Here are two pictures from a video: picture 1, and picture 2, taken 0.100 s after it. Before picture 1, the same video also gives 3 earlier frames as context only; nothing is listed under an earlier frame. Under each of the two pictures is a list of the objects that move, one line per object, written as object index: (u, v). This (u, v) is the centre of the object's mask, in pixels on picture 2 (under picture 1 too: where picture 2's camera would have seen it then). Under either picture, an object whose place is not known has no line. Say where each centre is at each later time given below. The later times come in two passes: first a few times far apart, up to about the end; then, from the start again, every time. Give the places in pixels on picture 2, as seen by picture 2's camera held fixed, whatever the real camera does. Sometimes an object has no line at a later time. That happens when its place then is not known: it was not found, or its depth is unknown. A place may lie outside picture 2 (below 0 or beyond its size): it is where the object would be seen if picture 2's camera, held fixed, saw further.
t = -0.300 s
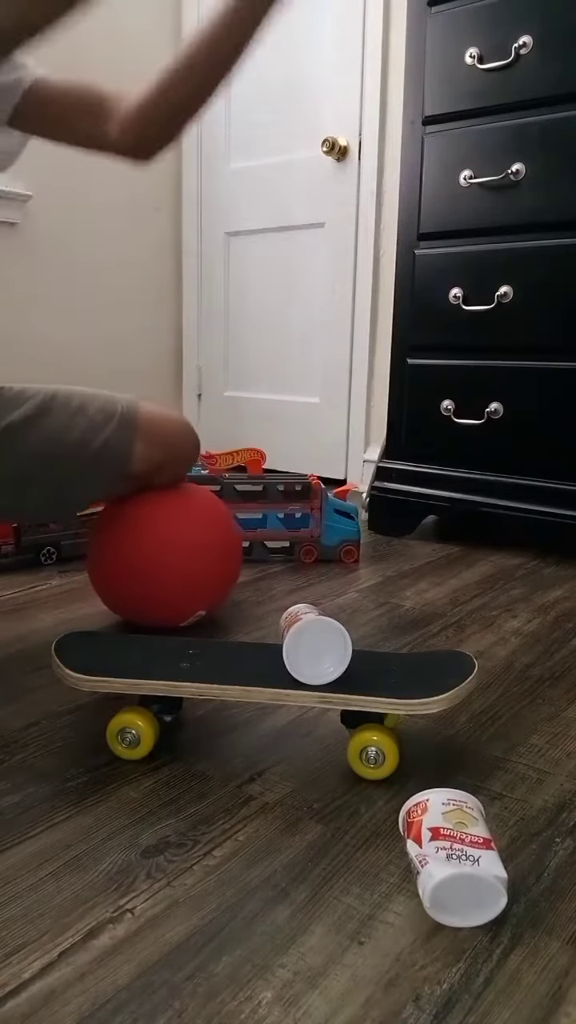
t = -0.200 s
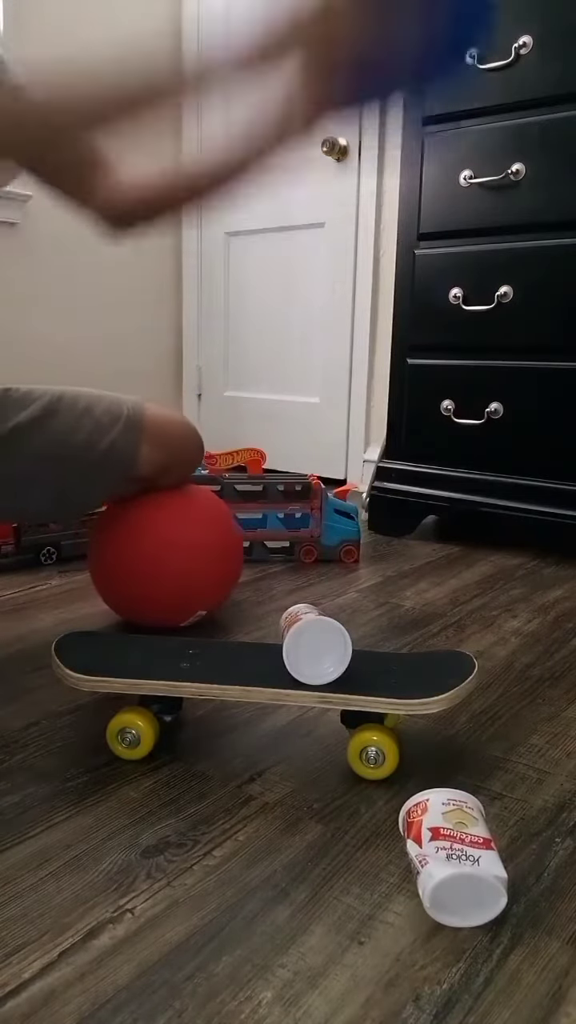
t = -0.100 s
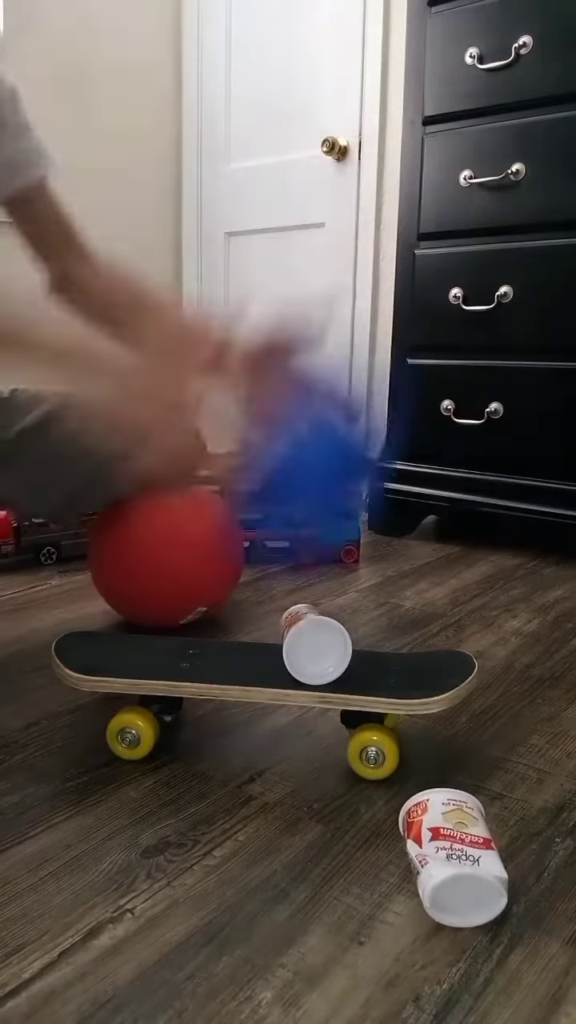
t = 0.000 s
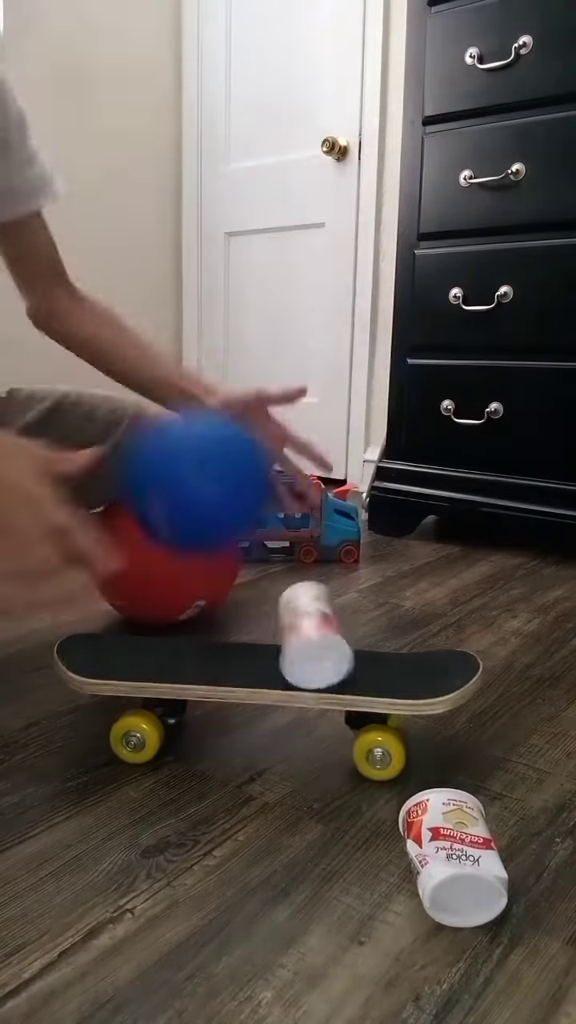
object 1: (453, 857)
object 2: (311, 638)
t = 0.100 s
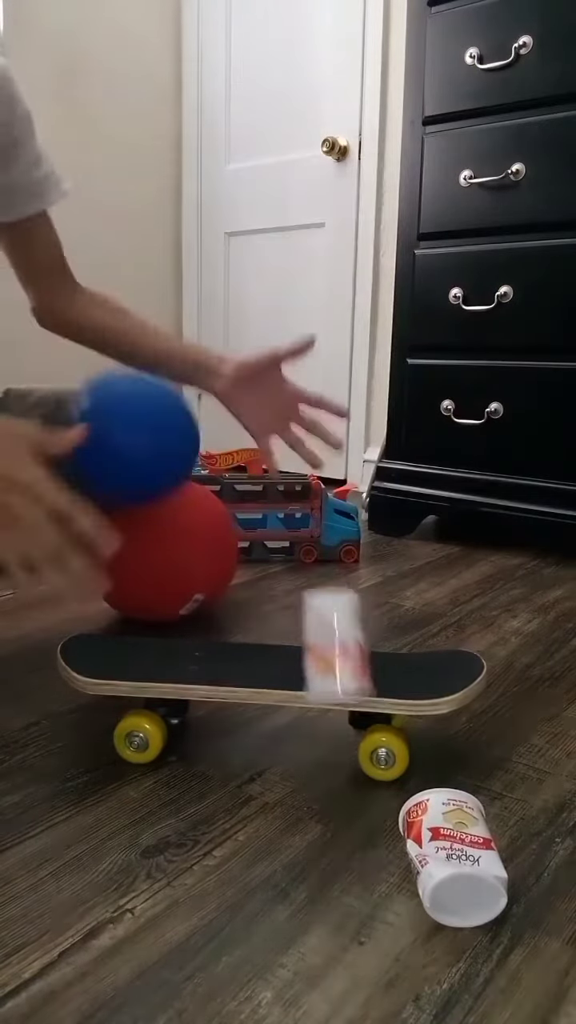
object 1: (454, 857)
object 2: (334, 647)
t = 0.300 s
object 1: (469, 858)
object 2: (346, 791)
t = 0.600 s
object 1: (486, 859)
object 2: (294, 866)
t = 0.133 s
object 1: (453, 857)
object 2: (344, 663)
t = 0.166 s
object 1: (454, 858)
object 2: (352, 679)
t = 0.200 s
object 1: (454, 858)
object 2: (358, 708)
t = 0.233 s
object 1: (454, 858)
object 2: (365, 762)
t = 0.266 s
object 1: (460, 857)
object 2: (355, 797)
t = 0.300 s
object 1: (469, 858)
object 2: (346, 791)
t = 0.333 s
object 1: (477, 859)
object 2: (340, 792)
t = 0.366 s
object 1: (483, 859)
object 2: (330, 802)
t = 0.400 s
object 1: (489, 859)
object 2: (323, 811)
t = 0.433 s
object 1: (492, 858)
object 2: (314, 828)
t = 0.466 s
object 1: (495, 858)
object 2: (305, 842)
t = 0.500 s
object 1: (495, 858)
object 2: (300, 844)
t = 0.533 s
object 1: (493, 858)
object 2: (296, 853)
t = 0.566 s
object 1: (490, 859)
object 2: (296, 860)
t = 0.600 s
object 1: (486, 859)
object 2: (294, 866)
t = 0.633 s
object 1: (480, 859)
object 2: (292, 872)
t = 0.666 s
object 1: (474, 858)
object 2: (290, 876)
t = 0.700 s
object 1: (467, 858)
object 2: (287, 882)
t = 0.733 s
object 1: (459, 856)
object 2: (284, 887)
